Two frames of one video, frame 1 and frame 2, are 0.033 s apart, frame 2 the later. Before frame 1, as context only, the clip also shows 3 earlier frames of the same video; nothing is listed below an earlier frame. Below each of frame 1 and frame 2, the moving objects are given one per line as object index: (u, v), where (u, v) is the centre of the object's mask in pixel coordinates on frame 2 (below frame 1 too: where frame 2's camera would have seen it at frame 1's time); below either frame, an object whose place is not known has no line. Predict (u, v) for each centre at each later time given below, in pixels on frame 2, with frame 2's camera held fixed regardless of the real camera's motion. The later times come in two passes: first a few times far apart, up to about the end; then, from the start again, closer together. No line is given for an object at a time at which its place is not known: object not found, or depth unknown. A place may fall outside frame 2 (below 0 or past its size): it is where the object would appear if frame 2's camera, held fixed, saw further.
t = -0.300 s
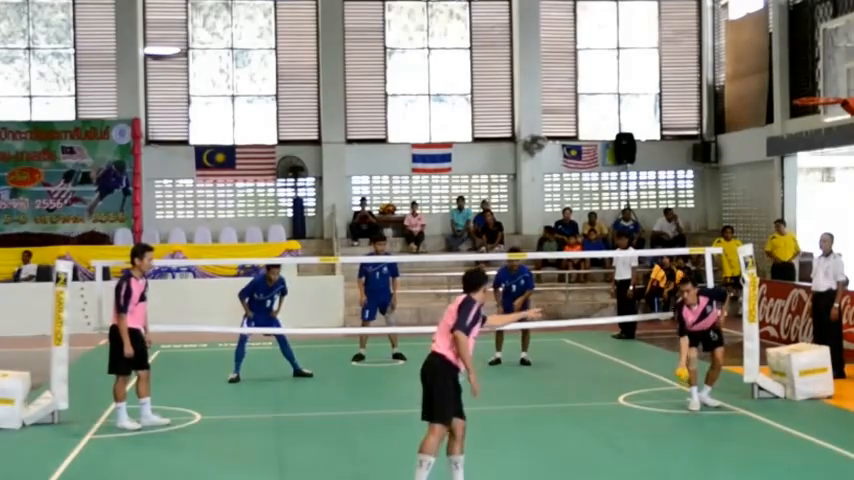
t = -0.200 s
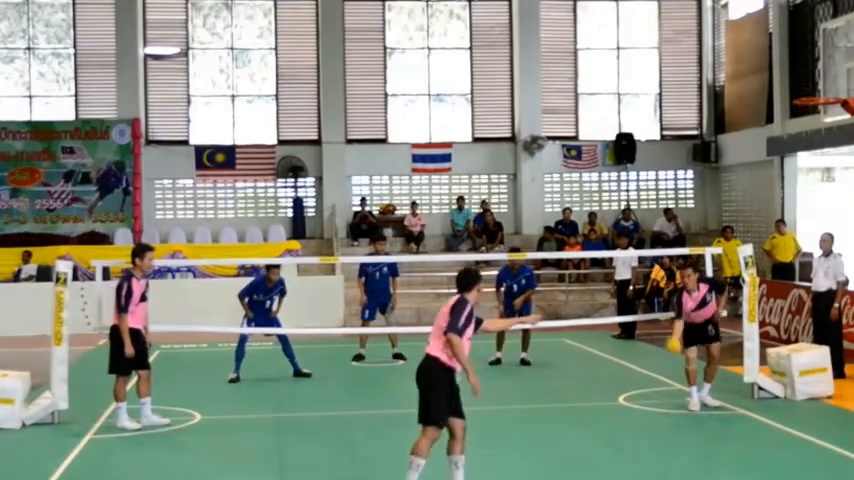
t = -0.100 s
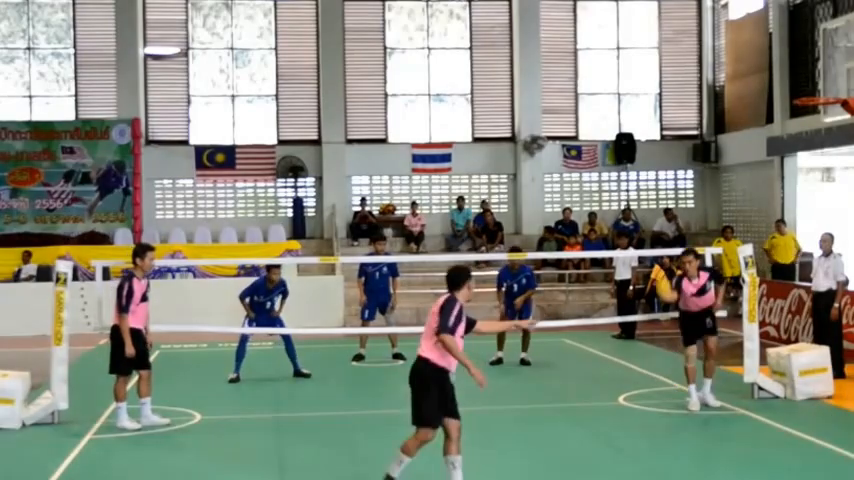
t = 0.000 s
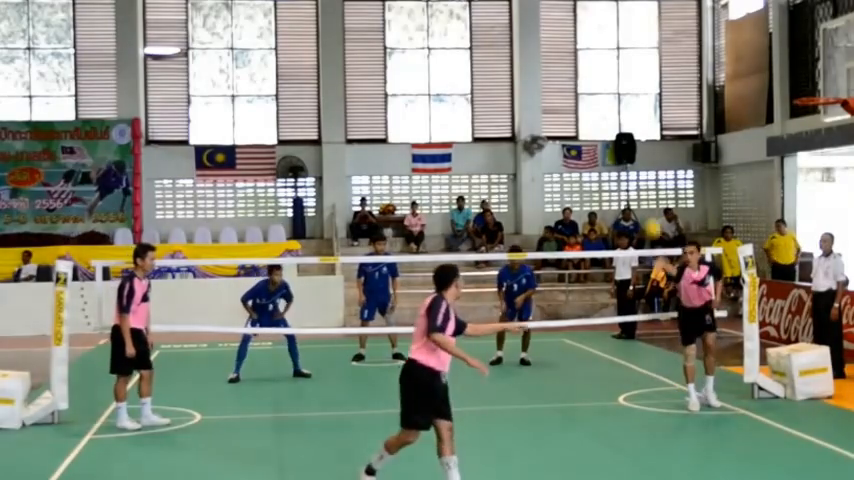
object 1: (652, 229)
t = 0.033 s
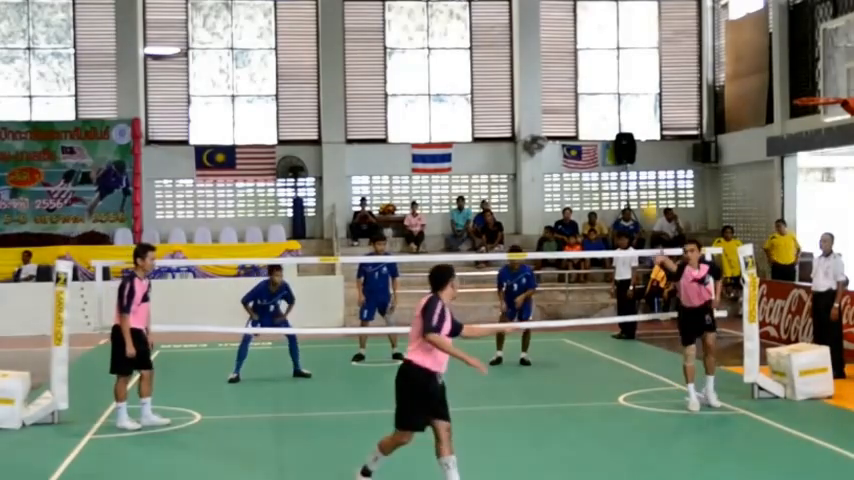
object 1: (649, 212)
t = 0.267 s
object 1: (622, 113)
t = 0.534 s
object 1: (590, 71)
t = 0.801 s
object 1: (555, 119)
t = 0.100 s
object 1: (642, 176)
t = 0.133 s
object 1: (639, 162)
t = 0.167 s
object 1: (634, 149)
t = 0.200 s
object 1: (630, 138)
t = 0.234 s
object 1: (627, 125)
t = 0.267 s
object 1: (622, 113)
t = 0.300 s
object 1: (619, 103)
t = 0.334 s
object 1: (615, 96)
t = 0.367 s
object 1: (611, 89)
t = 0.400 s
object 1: (607, 83)
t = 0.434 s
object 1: (602, 78)
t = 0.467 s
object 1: (598, 75)
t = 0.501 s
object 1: (594, 72)
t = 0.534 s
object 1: (590, 71)
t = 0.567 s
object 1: (585, 72)
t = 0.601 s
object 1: (581, 74)
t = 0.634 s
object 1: (576, 77)
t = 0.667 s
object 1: (572, 82)
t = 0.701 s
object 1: (569, 89)
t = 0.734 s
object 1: (564, 97)
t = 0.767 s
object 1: (559, 108)
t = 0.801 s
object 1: (555, 119)
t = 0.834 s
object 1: (551, 134)
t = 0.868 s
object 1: (545, 147)
